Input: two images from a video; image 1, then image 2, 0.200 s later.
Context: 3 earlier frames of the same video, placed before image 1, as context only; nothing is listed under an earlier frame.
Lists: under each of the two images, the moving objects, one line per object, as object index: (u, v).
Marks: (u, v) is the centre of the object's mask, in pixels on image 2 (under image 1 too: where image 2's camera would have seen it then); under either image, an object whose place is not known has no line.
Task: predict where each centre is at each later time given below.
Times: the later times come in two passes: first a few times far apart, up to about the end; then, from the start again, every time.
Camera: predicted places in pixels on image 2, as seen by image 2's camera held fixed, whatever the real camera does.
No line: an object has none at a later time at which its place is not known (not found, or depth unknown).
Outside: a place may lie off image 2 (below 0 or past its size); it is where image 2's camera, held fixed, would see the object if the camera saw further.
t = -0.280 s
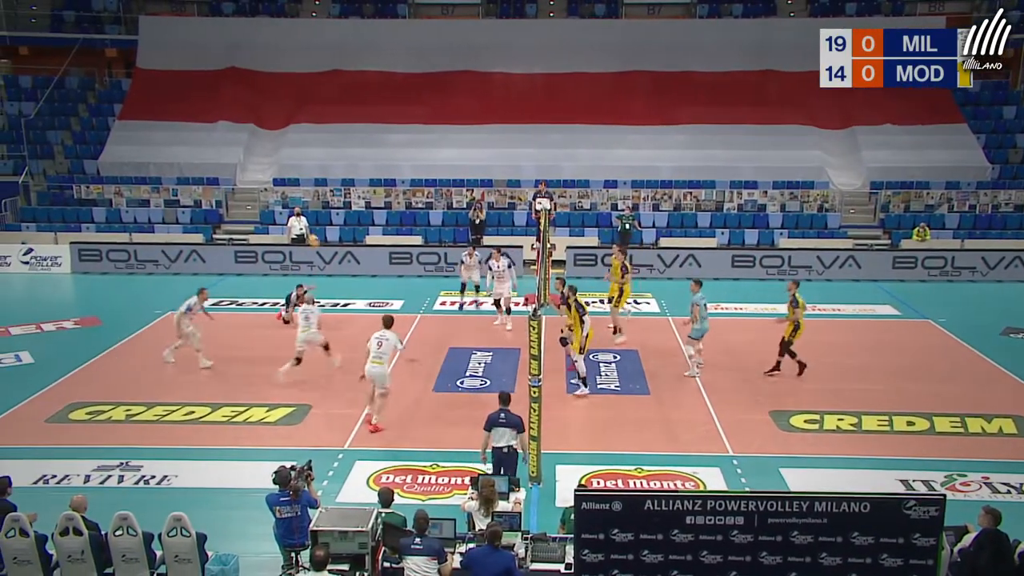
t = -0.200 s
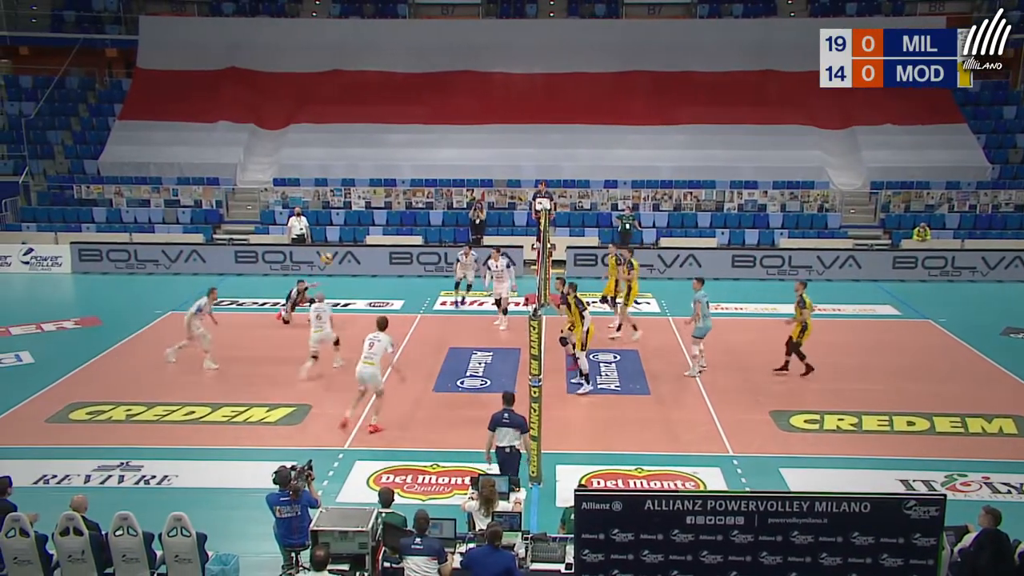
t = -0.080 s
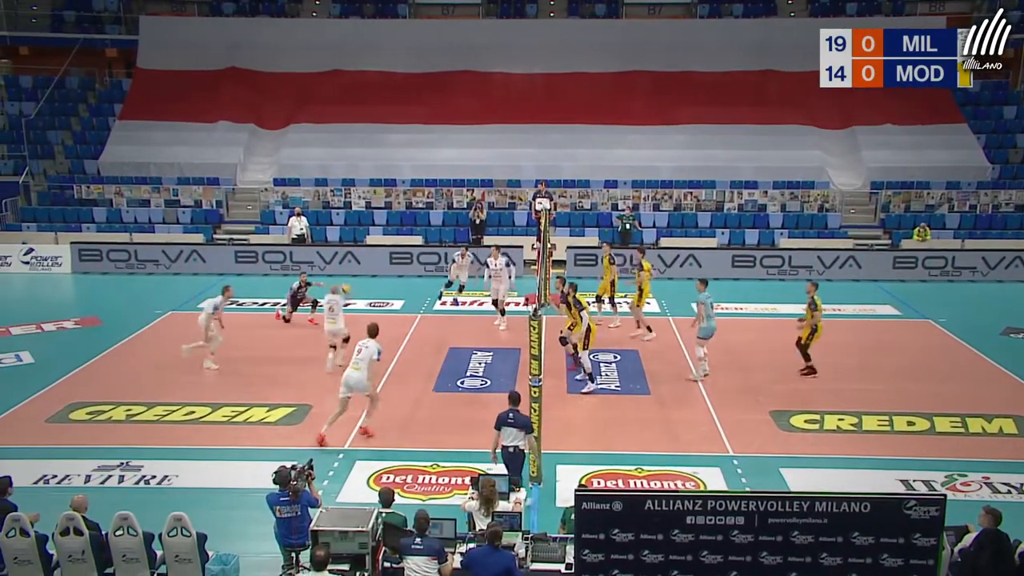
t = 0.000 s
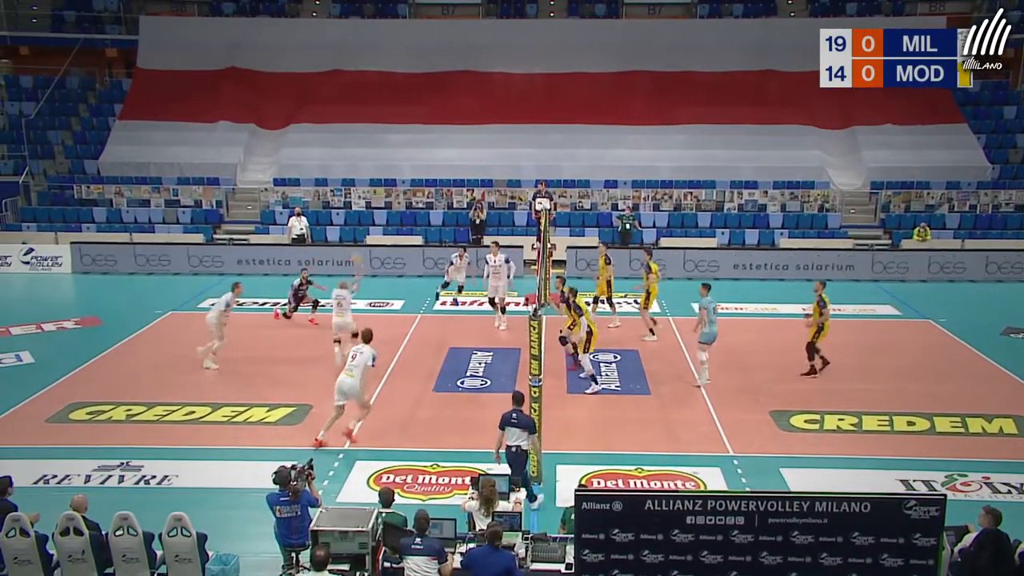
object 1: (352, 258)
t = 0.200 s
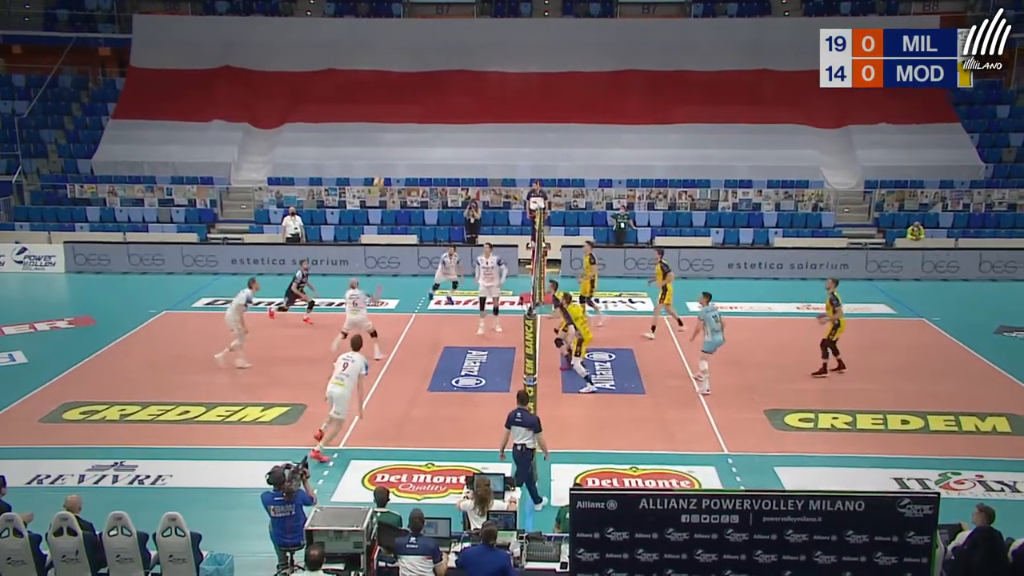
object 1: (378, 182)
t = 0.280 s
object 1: (388, 158)
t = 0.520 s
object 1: (415, 109)
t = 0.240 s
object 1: (382, 168)
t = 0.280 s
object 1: (388, 158)
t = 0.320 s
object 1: (393, 148)
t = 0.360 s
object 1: (397, 138)
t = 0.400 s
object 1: (402, 130)
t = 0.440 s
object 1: (406, 122)
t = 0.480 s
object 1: (411, 115)
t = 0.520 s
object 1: (415, 109)
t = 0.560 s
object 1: (419, 104)
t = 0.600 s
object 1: (423, 100)
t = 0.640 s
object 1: (427, 96)
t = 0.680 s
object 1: (431, 94)
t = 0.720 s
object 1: (435, 92)
